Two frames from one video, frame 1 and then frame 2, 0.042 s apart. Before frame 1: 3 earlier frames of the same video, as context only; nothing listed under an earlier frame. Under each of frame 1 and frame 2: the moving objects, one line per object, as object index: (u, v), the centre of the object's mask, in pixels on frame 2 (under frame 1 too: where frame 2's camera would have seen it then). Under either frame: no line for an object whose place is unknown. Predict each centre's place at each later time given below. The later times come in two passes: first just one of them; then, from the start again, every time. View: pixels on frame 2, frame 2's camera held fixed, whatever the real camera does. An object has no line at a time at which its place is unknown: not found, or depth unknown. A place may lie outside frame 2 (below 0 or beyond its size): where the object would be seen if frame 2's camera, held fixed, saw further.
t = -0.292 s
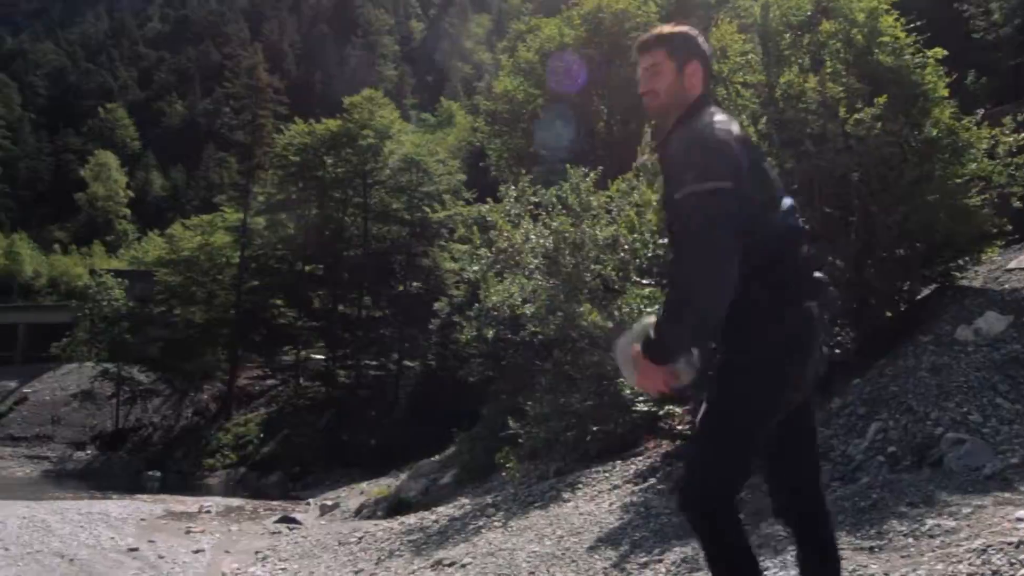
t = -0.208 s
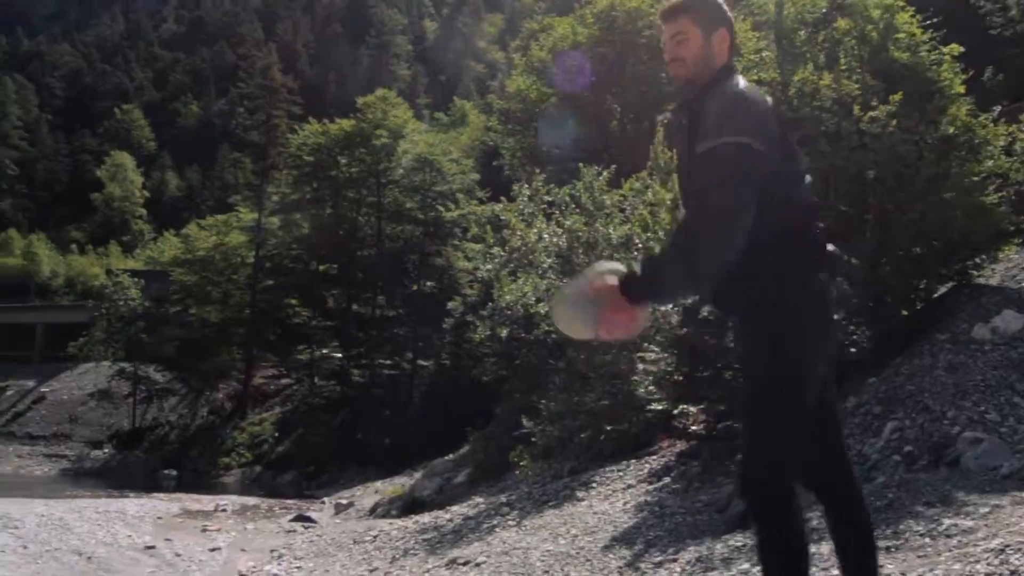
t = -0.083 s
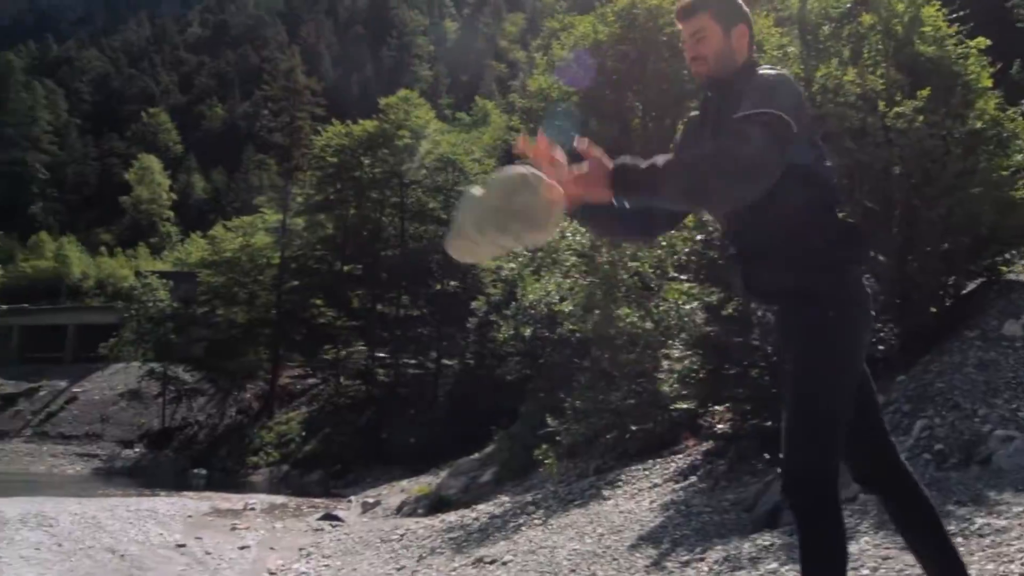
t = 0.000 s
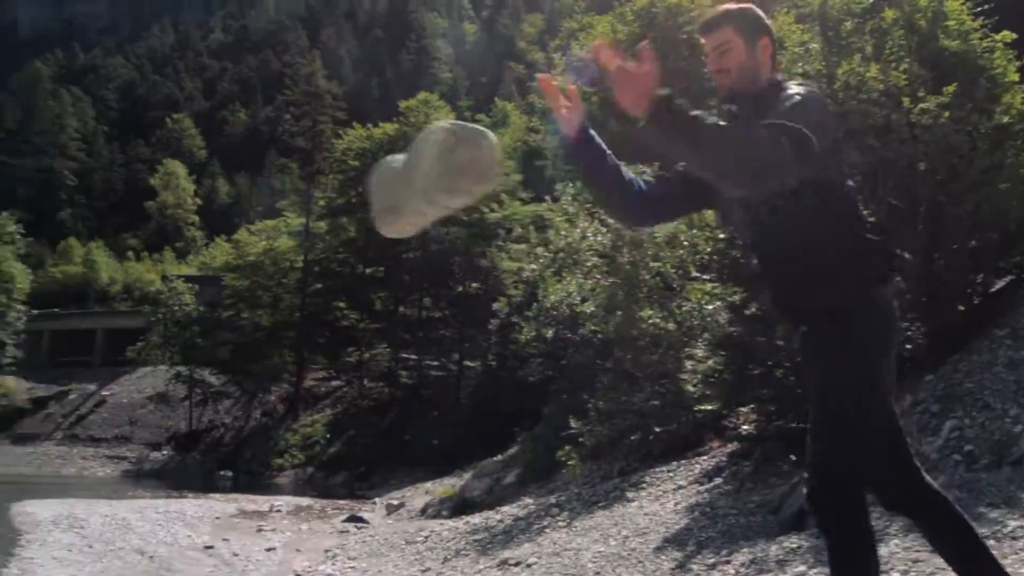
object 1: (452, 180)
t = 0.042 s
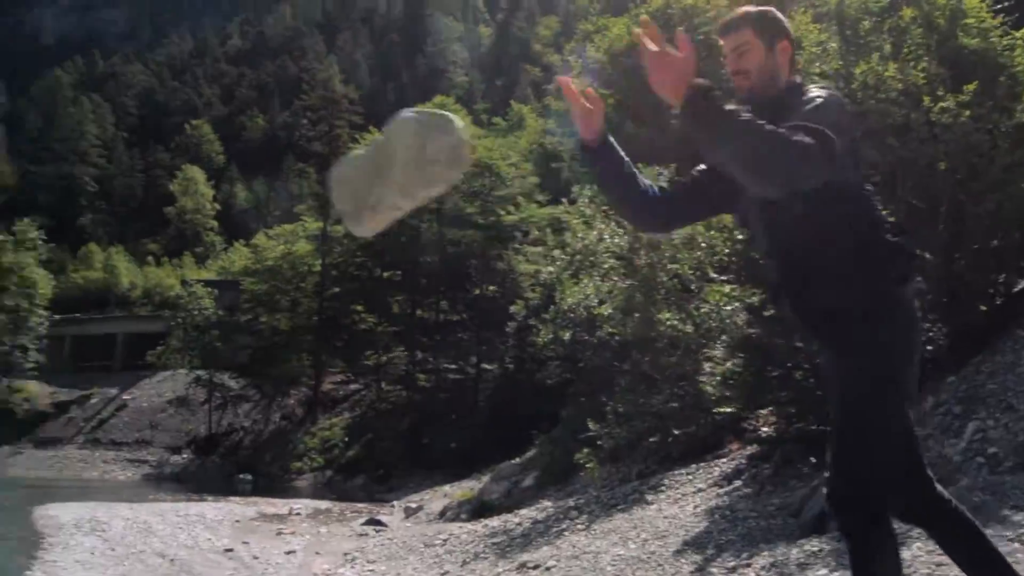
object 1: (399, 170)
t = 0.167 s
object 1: (214, 178)
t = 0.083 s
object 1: (343, 165)
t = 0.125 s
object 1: (281, 167)
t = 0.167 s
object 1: (214, 178)
